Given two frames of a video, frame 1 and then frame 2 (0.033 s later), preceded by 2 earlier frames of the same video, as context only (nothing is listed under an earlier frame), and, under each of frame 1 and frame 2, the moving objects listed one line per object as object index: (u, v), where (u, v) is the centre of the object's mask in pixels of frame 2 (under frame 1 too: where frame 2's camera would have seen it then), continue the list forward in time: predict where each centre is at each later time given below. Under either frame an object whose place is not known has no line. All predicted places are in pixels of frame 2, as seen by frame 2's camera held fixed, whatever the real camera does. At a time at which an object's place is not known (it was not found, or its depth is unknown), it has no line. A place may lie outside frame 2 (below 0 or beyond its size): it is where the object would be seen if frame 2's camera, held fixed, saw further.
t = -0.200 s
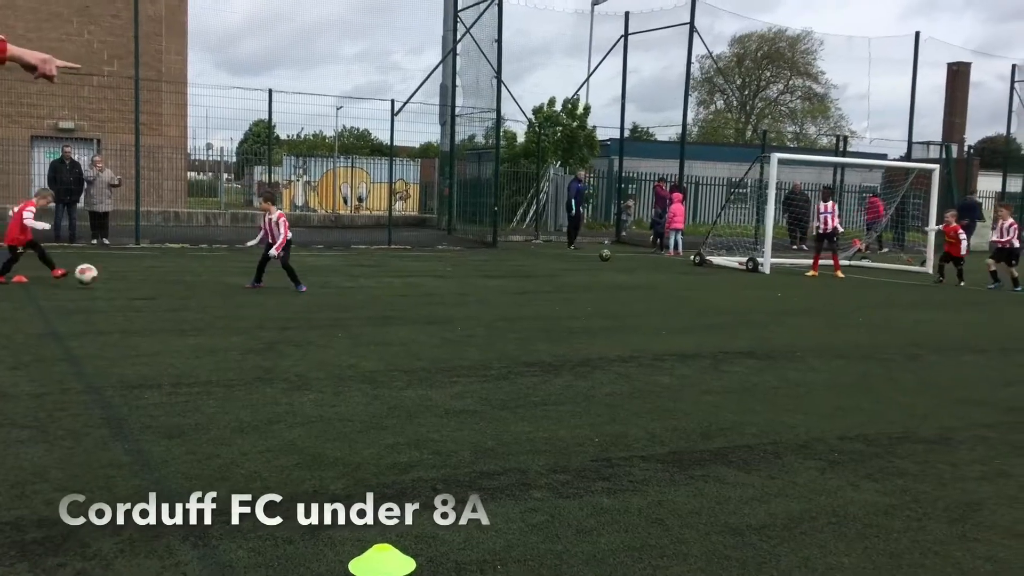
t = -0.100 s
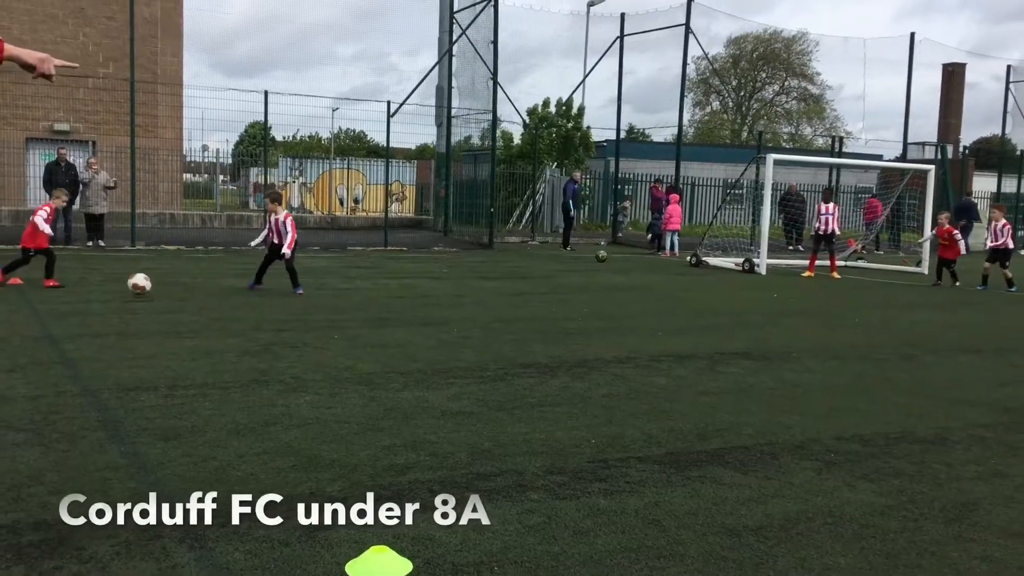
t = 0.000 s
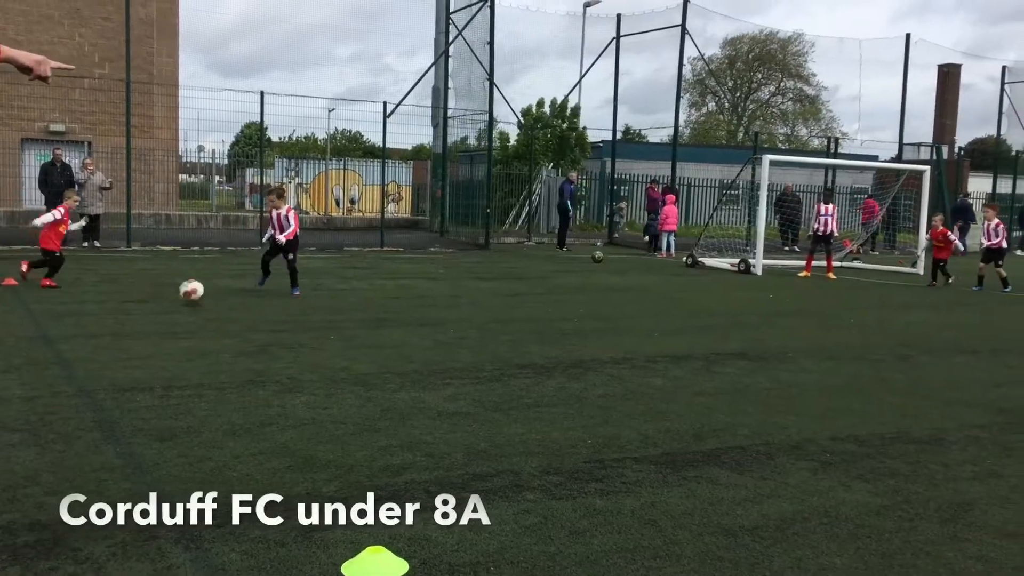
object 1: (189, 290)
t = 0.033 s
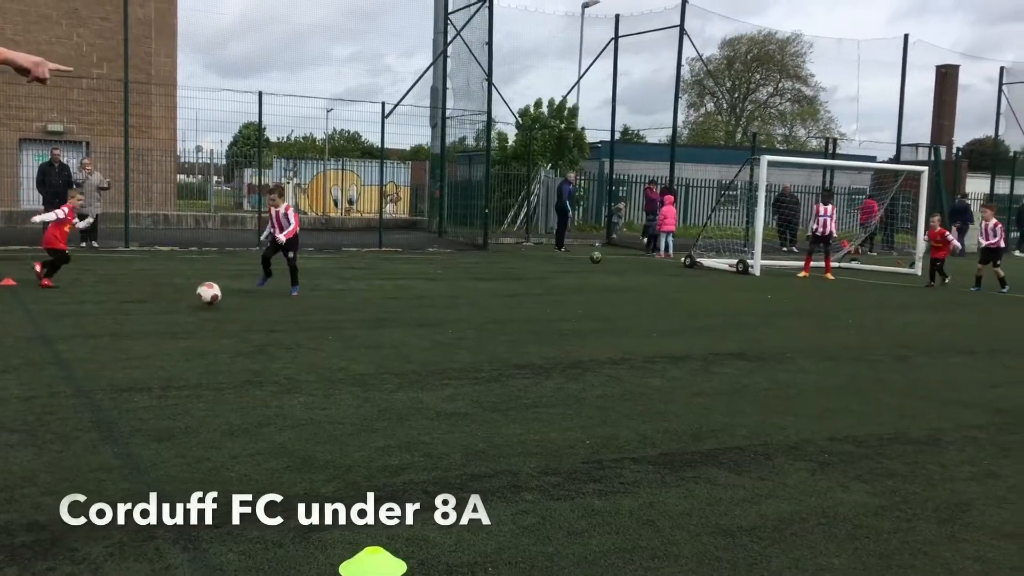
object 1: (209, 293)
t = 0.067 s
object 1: (228, 297)
